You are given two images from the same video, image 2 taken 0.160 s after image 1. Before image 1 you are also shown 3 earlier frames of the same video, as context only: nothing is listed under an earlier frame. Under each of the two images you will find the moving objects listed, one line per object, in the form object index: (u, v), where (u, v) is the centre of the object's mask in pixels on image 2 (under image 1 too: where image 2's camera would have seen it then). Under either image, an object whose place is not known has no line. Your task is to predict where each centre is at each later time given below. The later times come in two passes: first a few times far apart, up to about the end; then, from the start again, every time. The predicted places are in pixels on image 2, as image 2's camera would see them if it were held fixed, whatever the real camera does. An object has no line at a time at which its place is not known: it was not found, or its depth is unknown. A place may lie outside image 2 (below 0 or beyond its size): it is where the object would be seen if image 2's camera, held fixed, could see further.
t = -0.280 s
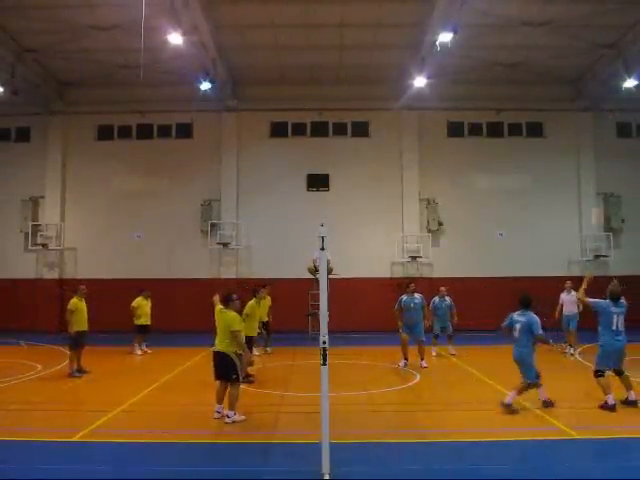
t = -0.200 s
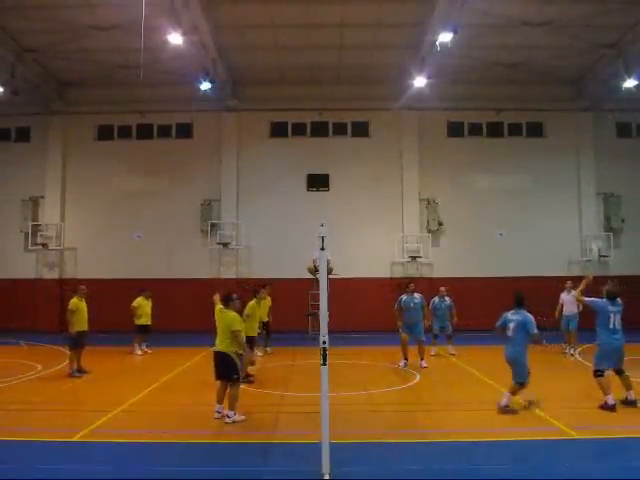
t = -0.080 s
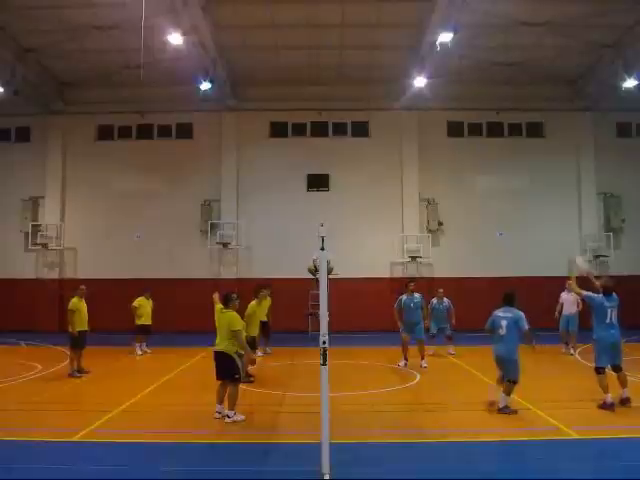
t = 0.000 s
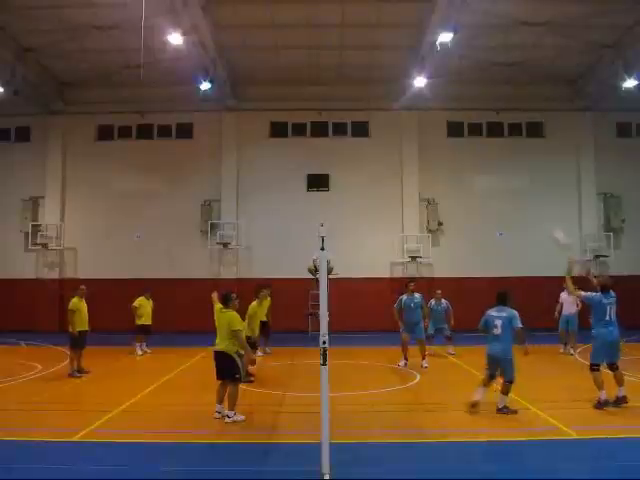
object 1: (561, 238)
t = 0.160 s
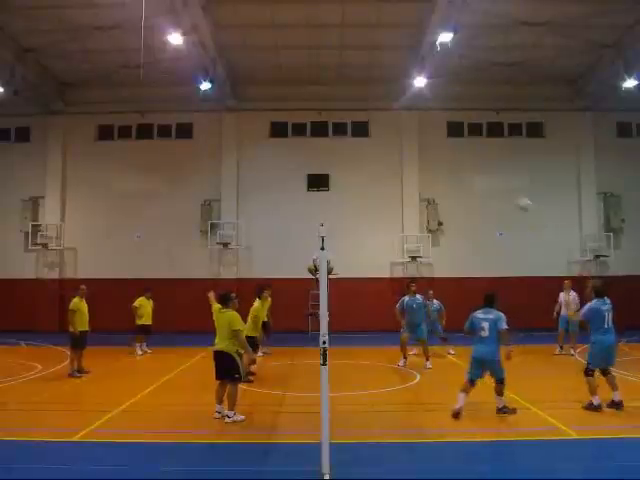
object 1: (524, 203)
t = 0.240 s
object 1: (509, 193)
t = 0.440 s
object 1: (474, 185)
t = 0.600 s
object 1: (453, 192)
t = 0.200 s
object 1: (516, 199)
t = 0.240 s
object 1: (509, 193)
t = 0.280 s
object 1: (503, 190)
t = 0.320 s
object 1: (494, 187)
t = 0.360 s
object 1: (488, 185)
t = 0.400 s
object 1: (480, 185)
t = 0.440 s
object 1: (474, 185)
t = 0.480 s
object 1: (469, 186)
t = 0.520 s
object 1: (462, 188)
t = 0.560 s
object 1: (456, 189)
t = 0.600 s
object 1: (453, 192)
